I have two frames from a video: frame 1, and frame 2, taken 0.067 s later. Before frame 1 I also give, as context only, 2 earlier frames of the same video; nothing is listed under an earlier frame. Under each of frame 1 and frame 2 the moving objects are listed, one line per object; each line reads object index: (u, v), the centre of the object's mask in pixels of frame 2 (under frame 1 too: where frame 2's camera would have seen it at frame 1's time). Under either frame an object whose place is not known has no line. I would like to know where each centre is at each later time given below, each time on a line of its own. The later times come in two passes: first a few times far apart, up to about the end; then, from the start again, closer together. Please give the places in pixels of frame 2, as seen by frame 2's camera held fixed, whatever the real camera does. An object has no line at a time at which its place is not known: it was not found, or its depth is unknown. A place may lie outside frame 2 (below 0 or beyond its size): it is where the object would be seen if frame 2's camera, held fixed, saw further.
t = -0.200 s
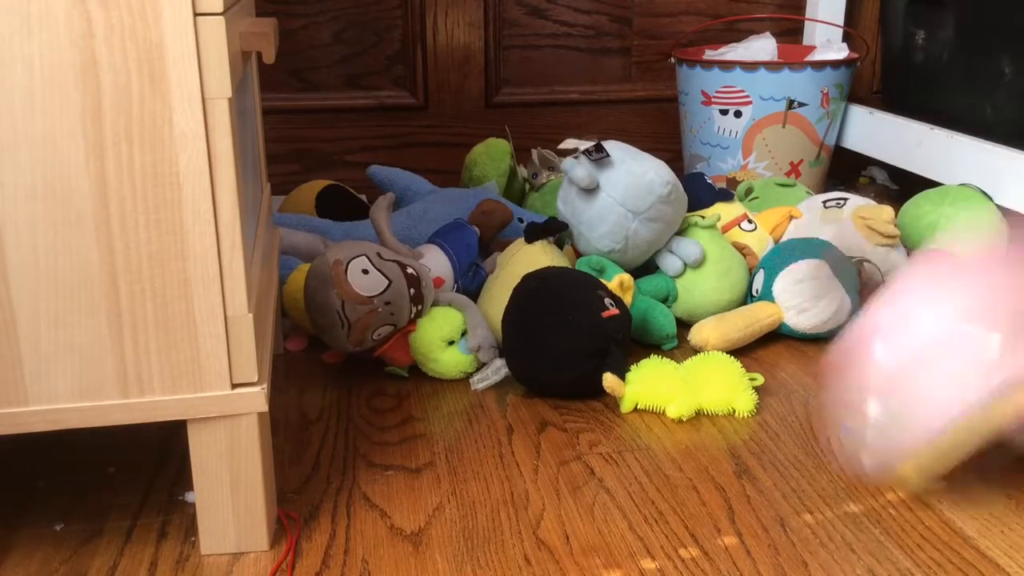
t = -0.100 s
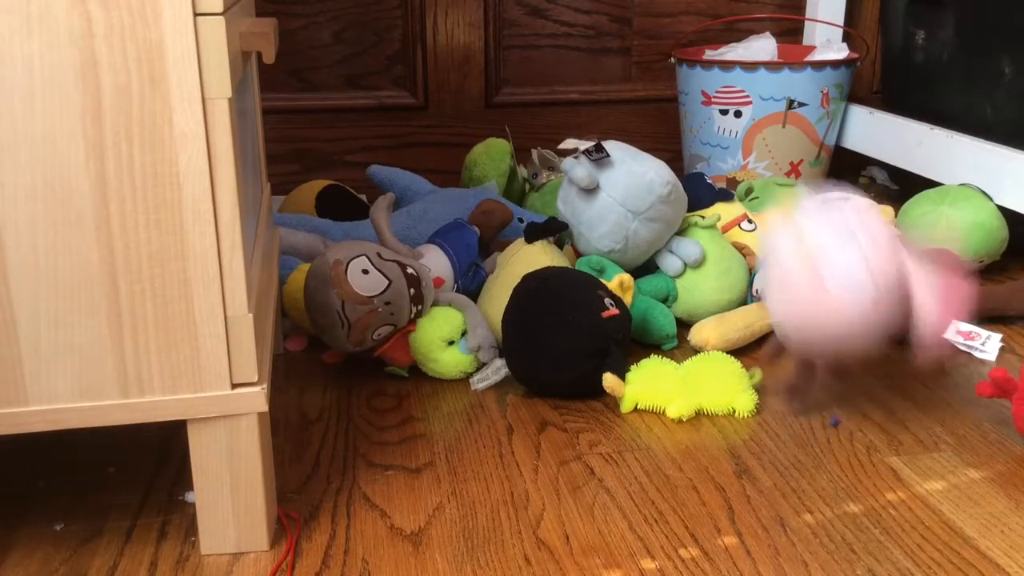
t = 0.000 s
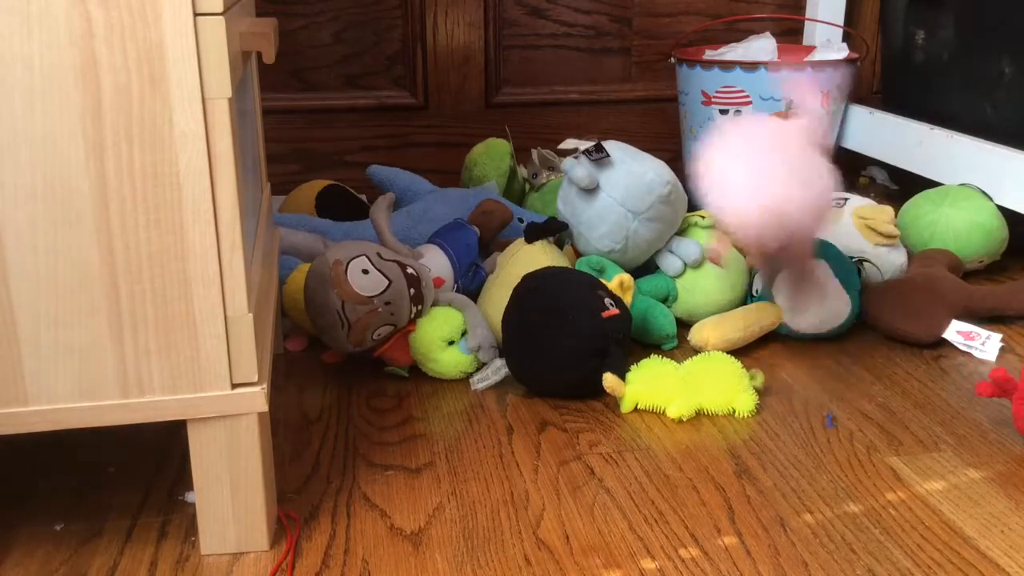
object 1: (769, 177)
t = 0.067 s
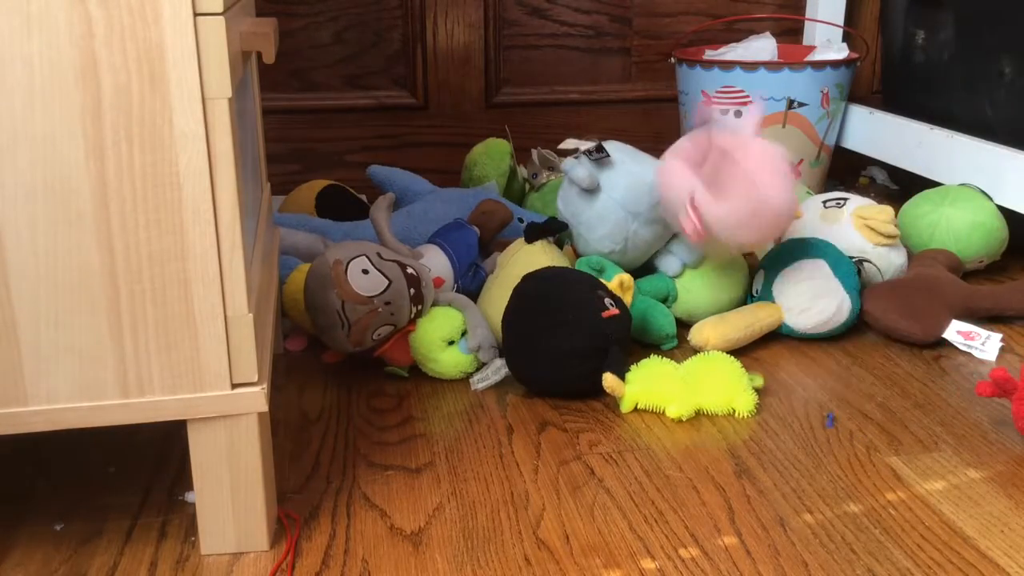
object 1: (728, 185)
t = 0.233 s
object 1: (756, 231)
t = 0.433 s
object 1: (747, 278)
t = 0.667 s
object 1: (801, 328)
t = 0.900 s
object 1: (854, 338)
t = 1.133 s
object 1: (933, 355)
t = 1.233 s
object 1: (941, 356)
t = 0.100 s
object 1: (723, 189)
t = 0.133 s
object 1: (730, 195)
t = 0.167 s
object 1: (738, 219)
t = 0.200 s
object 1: (746, 232)
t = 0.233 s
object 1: (756, 231)
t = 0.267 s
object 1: (758, 234)
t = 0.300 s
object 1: (762, 241)
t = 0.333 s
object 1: (758, 256)
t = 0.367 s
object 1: (754, 265)
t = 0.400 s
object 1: (751, 269)
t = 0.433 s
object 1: (747, 278)
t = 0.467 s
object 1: (747, 291)
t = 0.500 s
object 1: (760, 315)
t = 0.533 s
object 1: (760, 328)
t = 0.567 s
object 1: (765, 331)
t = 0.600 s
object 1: (775, 332)
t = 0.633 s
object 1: (790, 327)
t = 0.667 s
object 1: (801, 328)
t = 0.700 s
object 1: (810, 330)
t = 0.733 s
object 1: (816, 332)
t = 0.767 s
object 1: (821, 334)
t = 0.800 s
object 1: (829, 335)
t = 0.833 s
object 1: (837, 335)
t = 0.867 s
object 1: (845, 337)
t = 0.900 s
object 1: (854, 338)
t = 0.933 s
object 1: (863, 341)
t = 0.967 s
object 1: (875, 345)
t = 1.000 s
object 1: (887, 347)
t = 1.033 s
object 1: (898, 351)
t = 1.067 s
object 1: (910, 353)
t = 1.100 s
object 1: (922, 357)
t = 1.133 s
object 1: (933, 355)
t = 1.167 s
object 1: (939, 355)
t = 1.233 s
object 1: (941, 356)
